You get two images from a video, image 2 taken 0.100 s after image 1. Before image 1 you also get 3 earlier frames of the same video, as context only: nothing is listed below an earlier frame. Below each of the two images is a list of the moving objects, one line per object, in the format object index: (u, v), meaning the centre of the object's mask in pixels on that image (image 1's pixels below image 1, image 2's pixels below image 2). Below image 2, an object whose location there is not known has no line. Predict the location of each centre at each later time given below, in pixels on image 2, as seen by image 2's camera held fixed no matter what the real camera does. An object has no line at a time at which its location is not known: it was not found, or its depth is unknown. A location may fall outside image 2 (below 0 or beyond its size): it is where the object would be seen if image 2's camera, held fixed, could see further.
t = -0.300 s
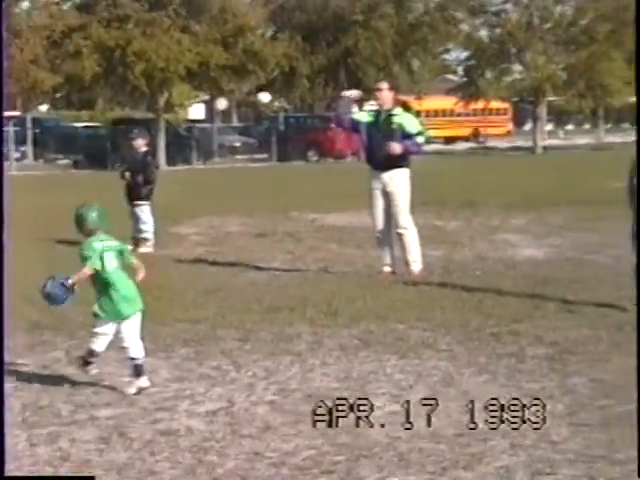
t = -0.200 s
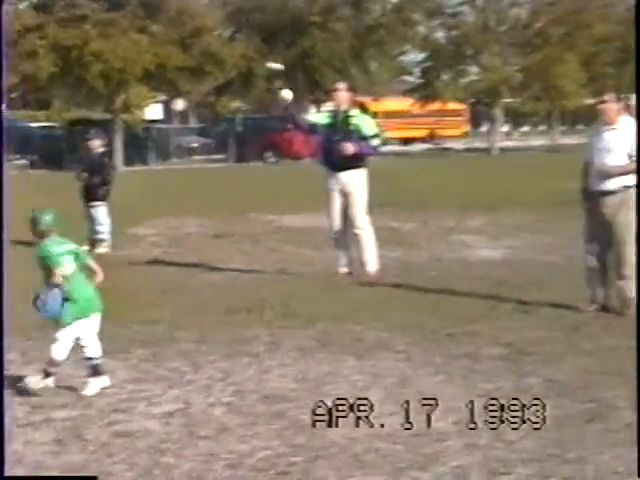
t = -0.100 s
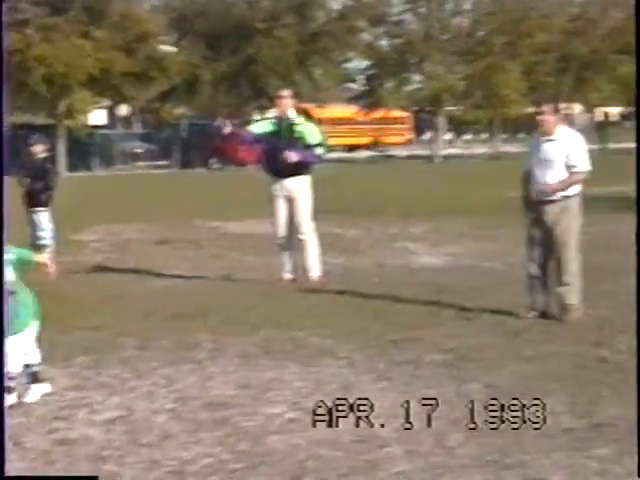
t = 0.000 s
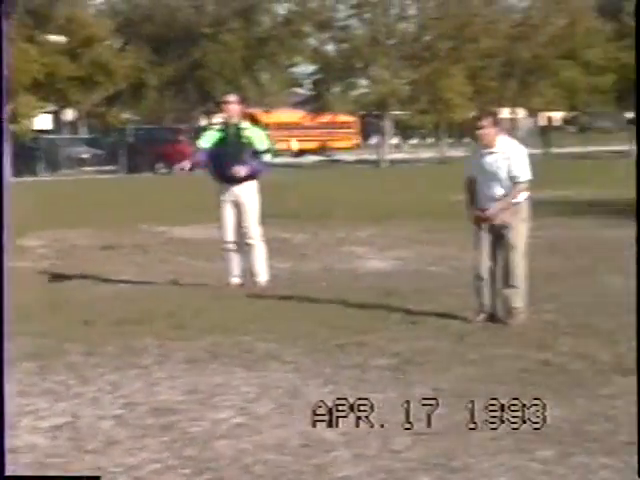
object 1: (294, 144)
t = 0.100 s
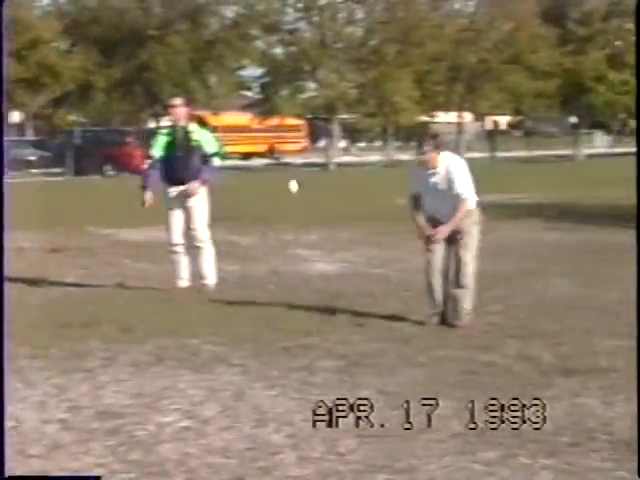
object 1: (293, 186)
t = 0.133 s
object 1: (309, 201)
